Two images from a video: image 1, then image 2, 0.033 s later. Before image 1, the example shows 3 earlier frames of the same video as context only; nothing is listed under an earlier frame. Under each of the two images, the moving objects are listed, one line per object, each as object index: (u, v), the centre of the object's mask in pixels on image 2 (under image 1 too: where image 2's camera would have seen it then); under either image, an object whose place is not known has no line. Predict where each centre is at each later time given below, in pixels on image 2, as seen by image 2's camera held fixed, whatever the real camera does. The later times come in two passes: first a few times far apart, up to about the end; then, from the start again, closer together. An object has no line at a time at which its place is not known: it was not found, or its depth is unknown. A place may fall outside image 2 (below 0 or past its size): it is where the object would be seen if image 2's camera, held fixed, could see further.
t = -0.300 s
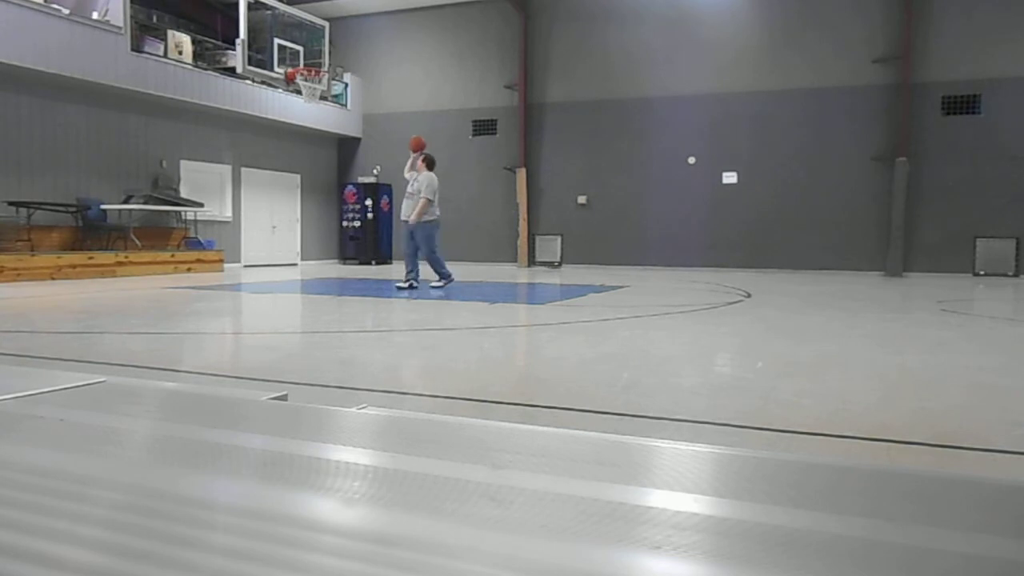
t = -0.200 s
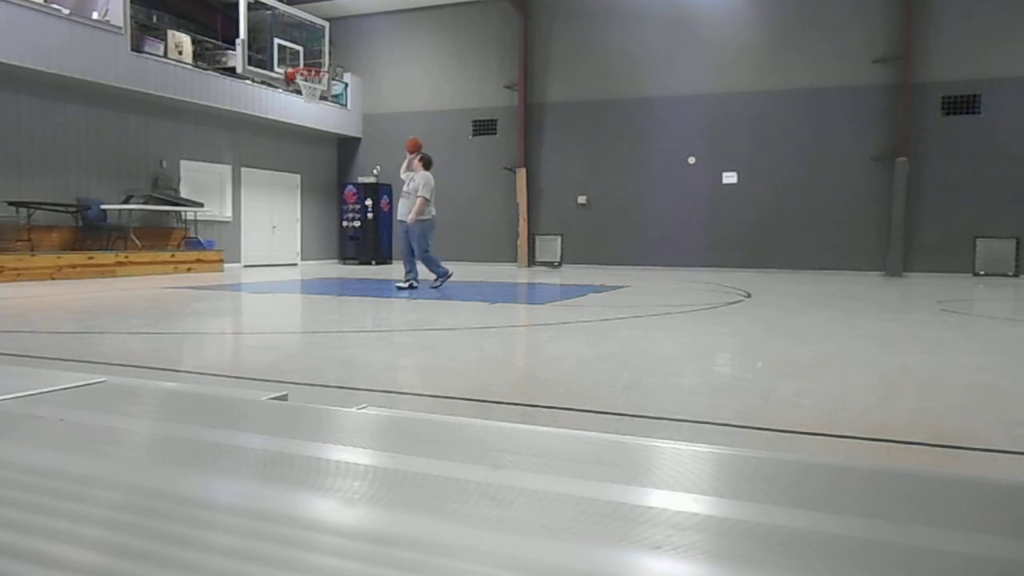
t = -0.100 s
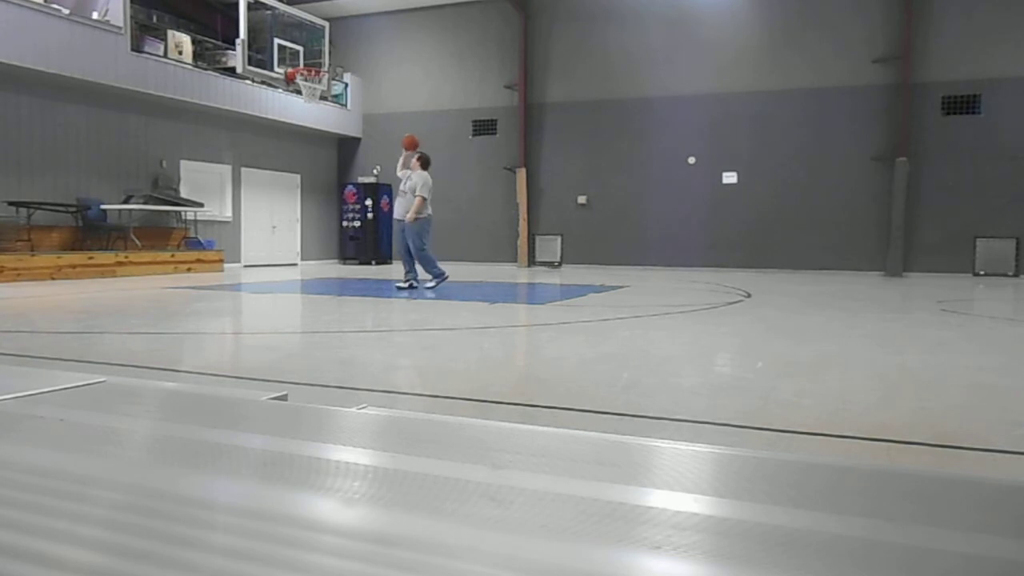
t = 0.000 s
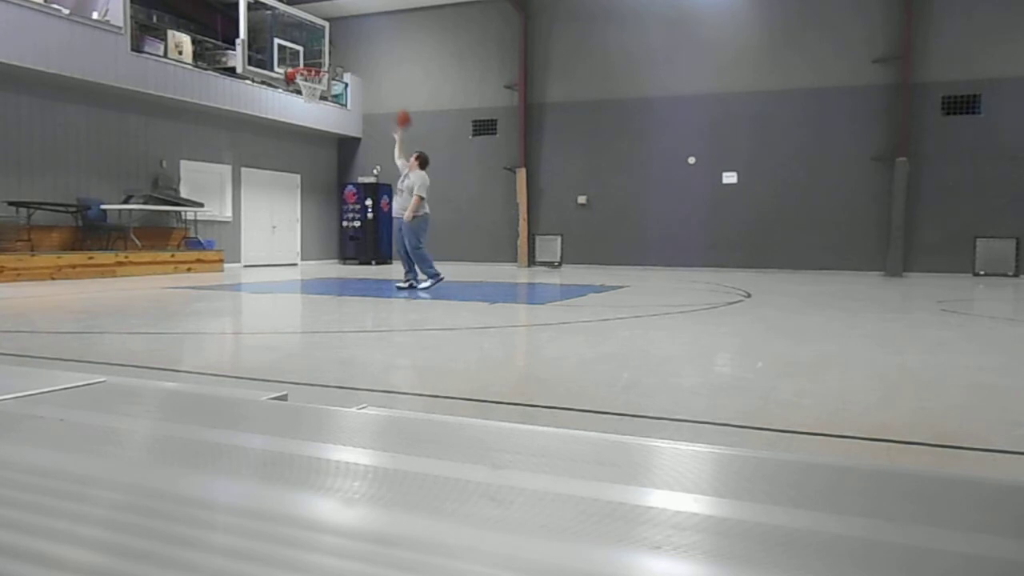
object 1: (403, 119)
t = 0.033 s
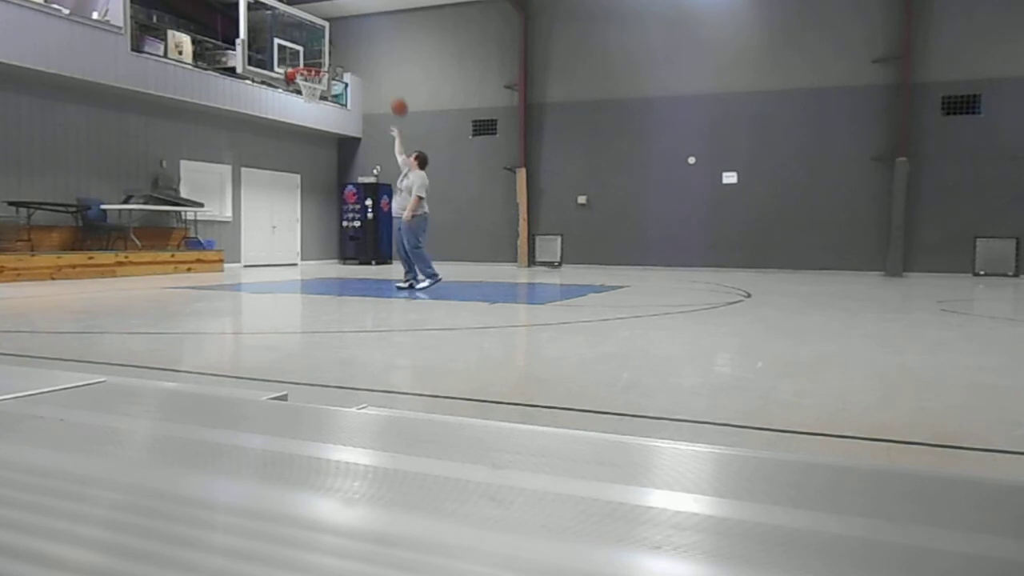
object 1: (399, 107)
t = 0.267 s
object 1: (373, 51)
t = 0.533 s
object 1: (343, 36)
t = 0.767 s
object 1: (318, 63)
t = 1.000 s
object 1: (312, 62)
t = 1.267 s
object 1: (328, 63)
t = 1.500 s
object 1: (340, 79)
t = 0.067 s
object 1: (395, 96)
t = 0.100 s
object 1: (392, 87)
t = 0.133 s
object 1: (388, 78)
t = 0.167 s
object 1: (384, 70)
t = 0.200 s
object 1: (380, 62)
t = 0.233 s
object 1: (377, 57)
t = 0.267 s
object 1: (373, 51)
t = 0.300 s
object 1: (368, 46)
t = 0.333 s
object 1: (365, 42)
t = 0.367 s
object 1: (361, 39)
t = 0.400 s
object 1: (357, 37)
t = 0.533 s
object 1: (343, 36)
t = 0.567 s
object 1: (339, 38)
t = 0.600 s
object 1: (337, 40)
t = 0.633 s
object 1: (332, 43)
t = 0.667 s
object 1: (330, 47)
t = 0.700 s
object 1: (326, 52)
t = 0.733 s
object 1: (323, 58)
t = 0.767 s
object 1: (318, 63)
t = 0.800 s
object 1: (315, 66)
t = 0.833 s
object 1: (313, 64)
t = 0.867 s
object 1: (309, 64)
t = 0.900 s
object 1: (303, 63)
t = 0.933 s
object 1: (303, 63)
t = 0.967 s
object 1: (309, 62)
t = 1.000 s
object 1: (312, 62)
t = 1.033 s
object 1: (316, 62)
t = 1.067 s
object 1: (317, 62)
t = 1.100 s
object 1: (319, 61)
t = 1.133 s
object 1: (322, 60)
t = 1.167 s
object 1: (323, 60)
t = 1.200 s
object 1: (325, 60)
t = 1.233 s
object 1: (327, 62)
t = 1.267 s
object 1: (328, 63)
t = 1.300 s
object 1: (329, 62)
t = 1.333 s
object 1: (331, 63)
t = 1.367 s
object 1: (333, 66)
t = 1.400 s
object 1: (336, 67)
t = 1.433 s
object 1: (337, 70)
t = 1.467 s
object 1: (338, 73)
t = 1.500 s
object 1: (340, 79)
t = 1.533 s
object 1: (342, 84)
